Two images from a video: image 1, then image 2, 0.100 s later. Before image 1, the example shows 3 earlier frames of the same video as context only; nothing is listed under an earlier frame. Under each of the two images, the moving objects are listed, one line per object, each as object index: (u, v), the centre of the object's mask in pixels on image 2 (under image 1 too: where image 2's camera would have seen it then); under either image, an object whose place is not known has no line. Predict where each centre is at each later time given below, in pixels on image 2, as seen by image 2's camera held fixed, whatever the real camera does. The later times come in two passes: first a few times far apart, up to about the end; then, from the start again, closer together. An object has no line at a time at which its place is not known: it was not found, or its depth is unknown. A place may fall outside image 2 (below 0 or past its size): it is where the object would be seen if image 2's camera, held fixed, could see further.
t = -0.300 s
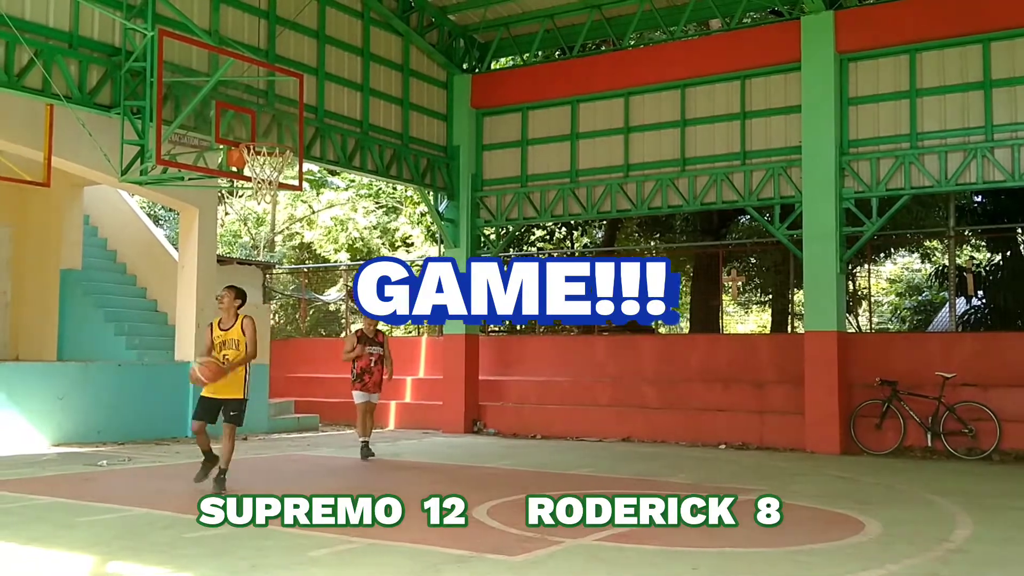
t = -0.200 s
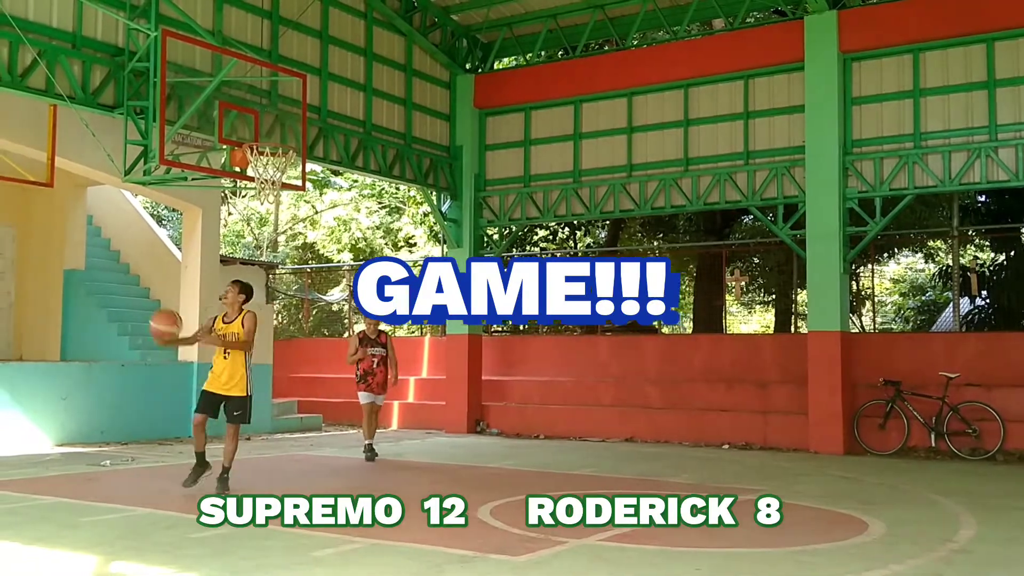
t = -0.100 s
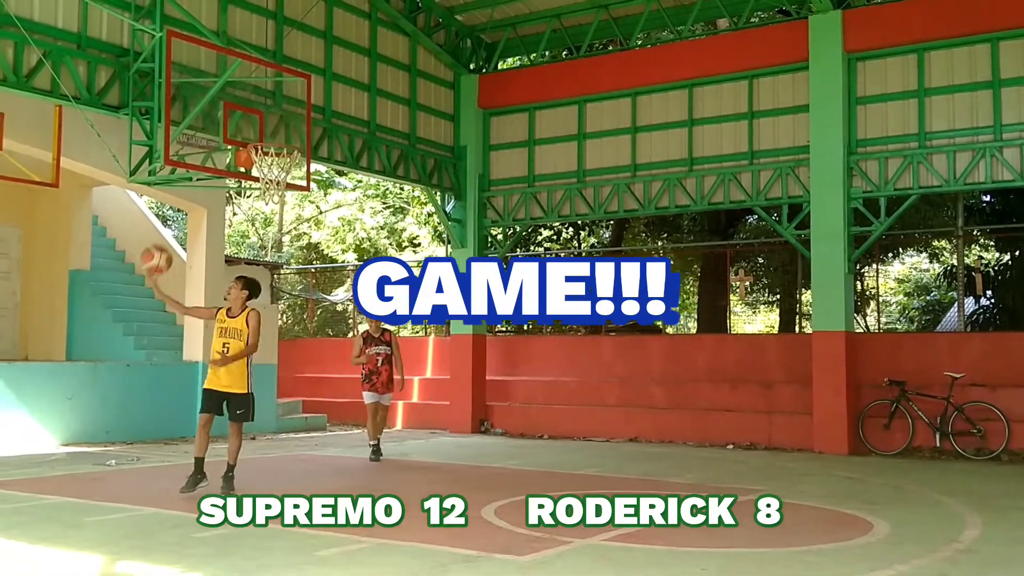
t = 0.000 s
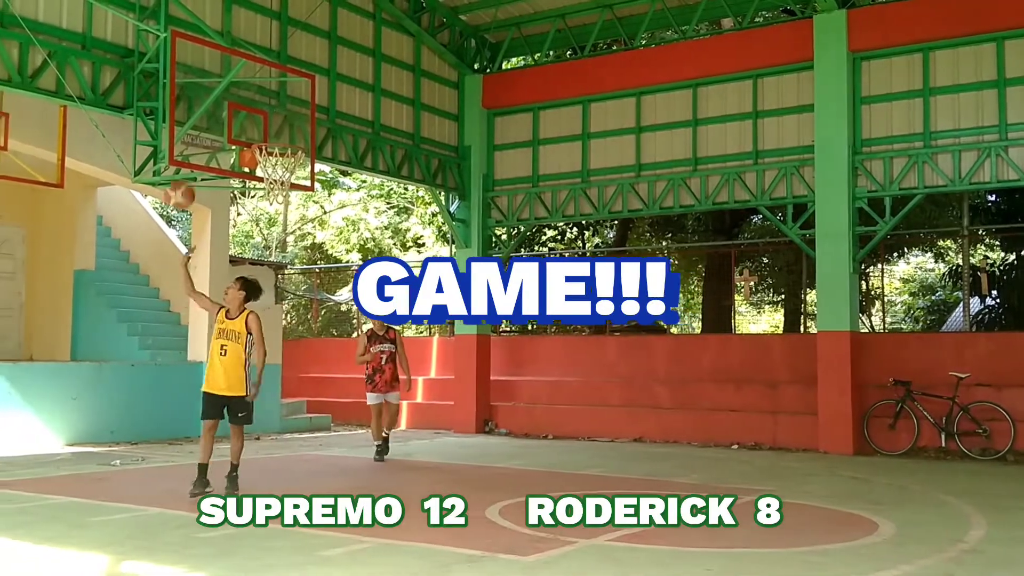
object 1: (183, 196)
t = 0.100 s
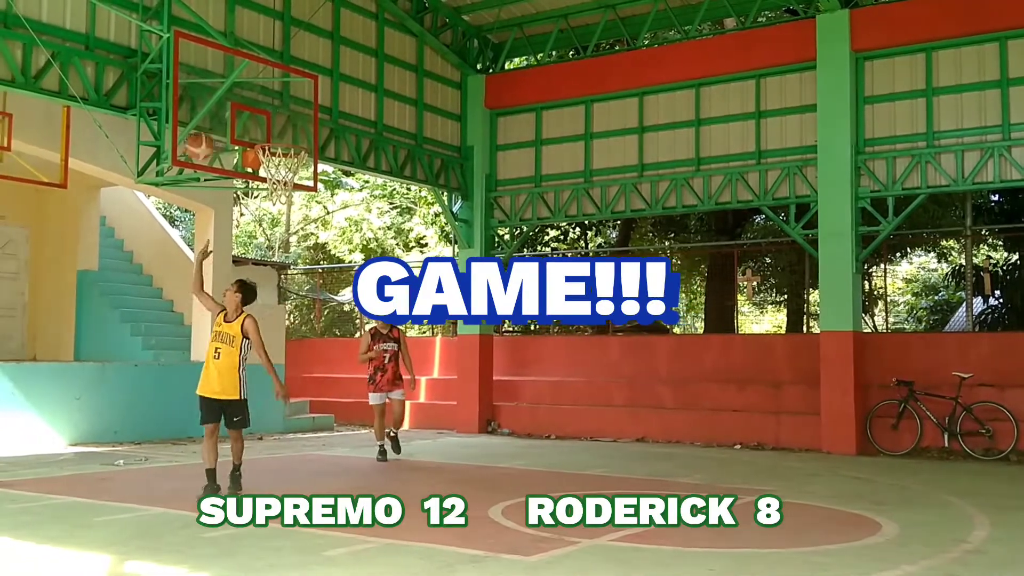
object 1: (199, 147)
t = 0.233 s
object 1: (220, 102)
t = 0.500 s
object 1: (256, 74)
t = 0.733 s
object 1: (289, 93)
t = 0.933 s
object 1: (320, 144)
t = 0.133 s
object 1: (205, 134)
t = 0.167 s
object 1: (210, 122)
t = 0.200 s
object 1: (215, 111)
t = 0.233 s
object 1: (220, 102)
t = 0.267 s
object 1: (225, 94)
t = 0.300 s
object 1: (230, 87)
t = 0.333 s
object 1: (235, 82)
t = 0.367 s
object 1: (239, 78)
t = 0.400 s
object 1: (244, 75)
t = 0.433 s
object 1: (248, 74)
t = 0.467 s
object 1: (252, 73)
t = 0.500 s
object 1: (256, 74)
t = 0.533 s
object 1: (261, 76)
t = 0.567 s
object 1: (264, 79)
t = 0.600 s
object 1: (268, 82)
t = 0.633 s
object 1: (273, 84)
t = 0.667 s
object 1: (278, 86)
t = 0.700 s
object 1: (283, 89)
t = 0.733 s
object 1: (289, 93)
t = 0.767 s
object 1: (294, 99)
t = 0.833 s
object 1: (303, 114)
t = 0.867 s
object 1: (309, 123)
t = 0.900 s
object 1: (314, 133)
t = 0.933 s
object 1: (320, 144)
